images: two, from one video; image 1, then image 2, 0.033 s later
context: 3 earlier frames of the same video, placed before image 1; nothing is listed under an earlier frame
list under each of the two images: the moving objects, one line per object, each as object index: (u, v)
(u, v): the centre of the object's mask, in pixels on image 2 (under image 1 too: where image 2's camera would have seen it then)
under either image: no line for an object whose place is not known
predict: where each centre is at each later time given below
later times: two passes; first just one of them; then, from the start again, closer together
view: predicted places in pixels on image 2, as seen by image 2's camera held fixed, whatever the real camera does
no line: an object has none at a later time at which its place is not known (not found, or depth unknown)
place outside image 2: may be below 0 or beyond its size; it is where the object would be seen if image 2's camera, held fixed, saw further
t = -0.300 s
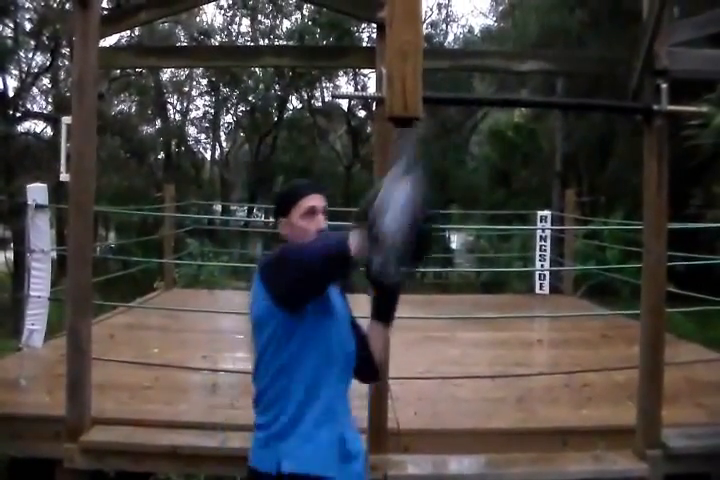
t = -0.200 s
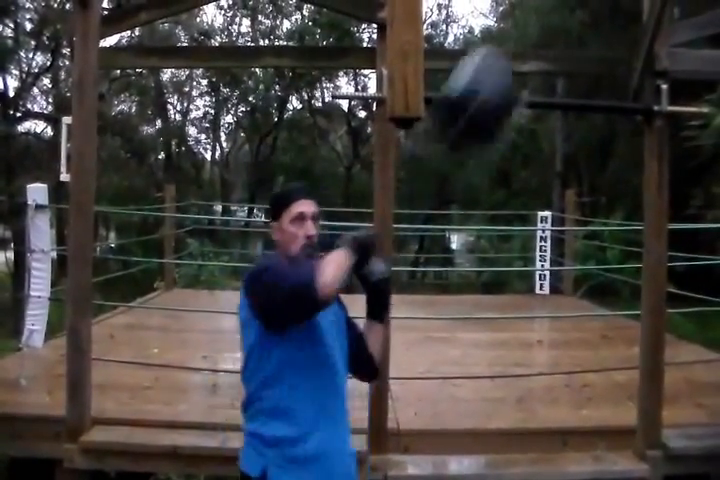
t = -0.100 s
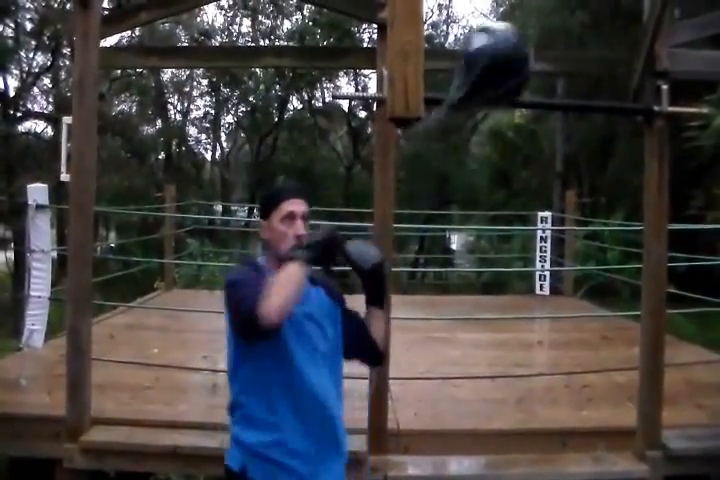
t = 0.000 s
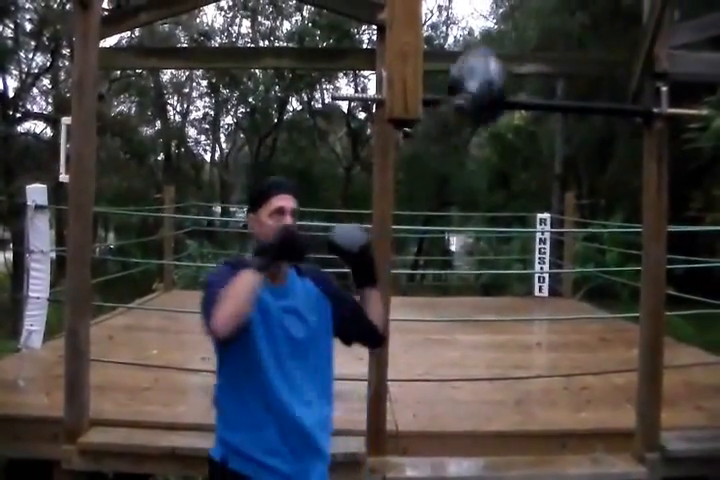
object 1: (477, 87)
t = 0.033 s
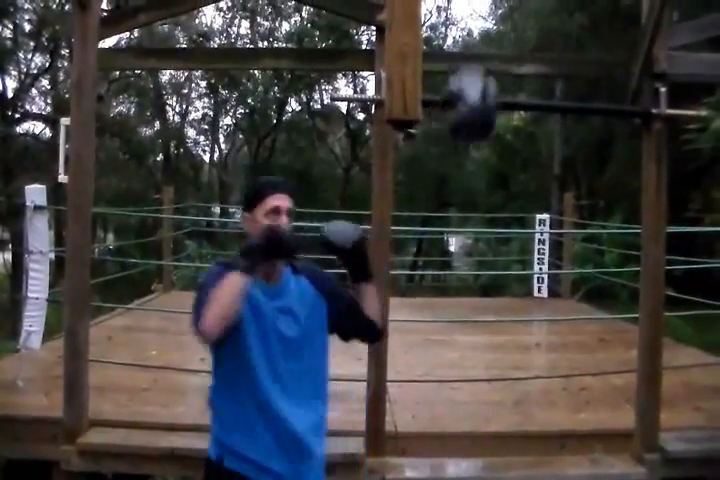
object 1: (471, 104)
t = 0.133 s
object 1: (443, 174)
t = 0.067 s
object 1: (461, 125)
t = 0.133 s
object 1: (443, 174)
